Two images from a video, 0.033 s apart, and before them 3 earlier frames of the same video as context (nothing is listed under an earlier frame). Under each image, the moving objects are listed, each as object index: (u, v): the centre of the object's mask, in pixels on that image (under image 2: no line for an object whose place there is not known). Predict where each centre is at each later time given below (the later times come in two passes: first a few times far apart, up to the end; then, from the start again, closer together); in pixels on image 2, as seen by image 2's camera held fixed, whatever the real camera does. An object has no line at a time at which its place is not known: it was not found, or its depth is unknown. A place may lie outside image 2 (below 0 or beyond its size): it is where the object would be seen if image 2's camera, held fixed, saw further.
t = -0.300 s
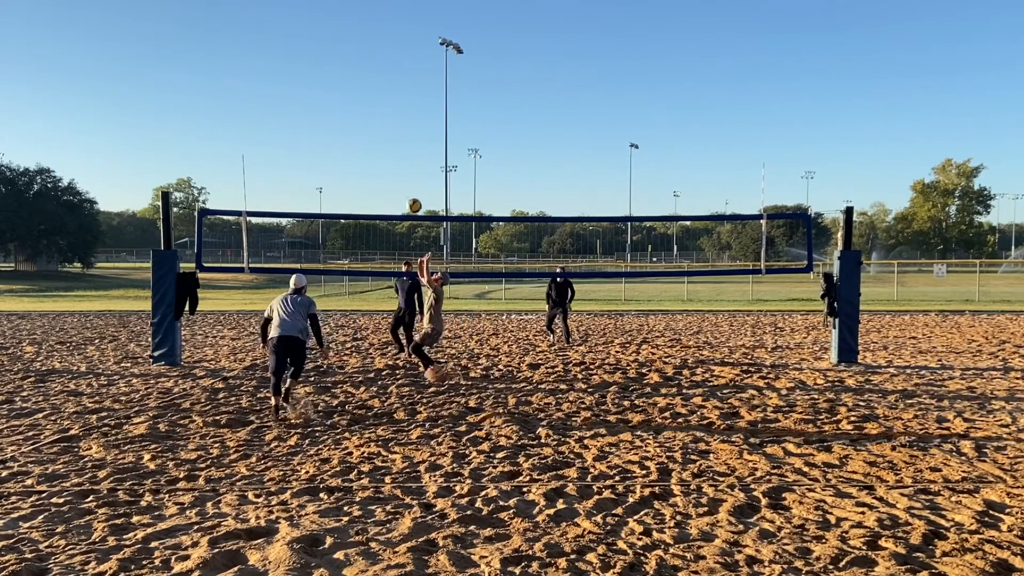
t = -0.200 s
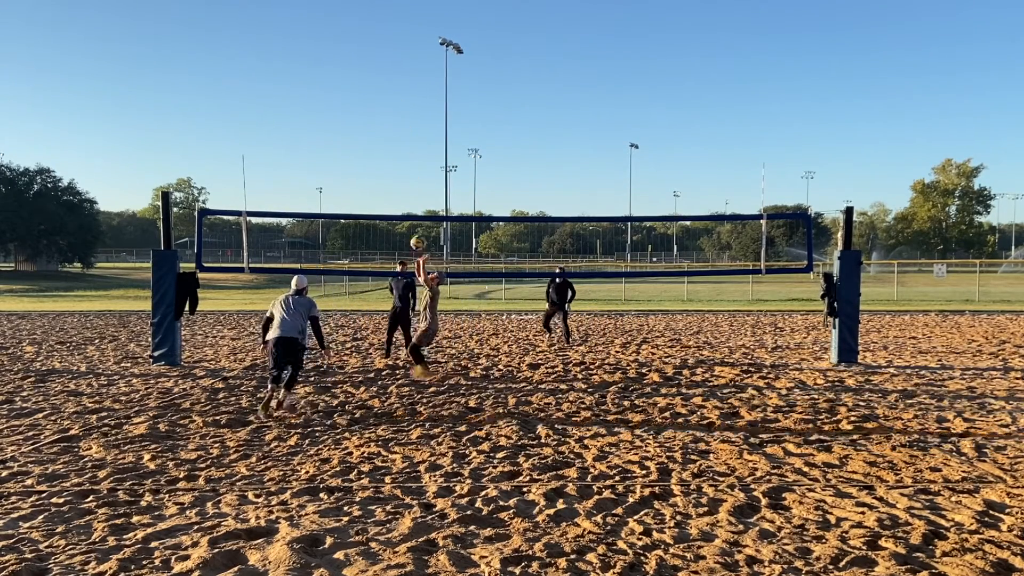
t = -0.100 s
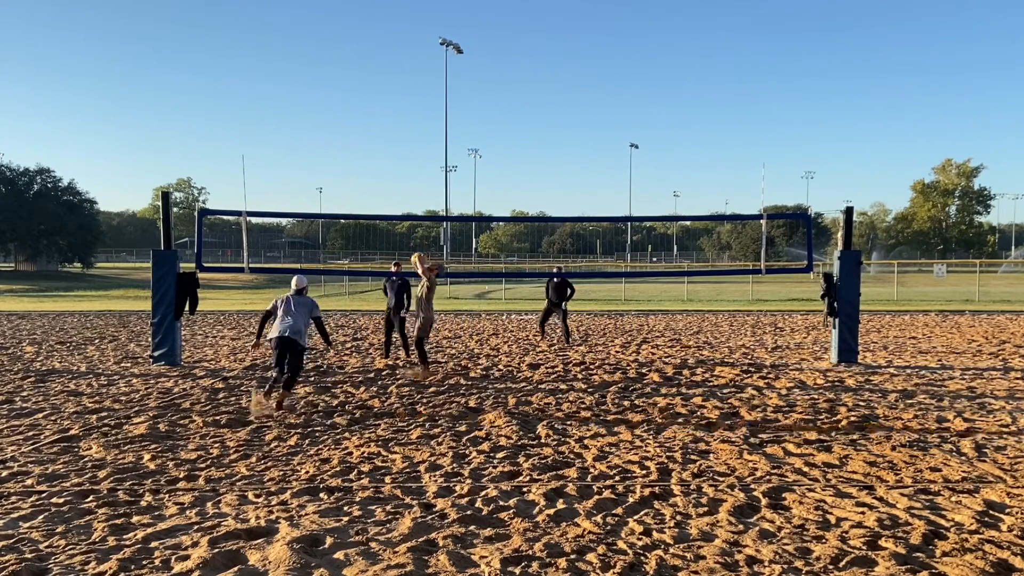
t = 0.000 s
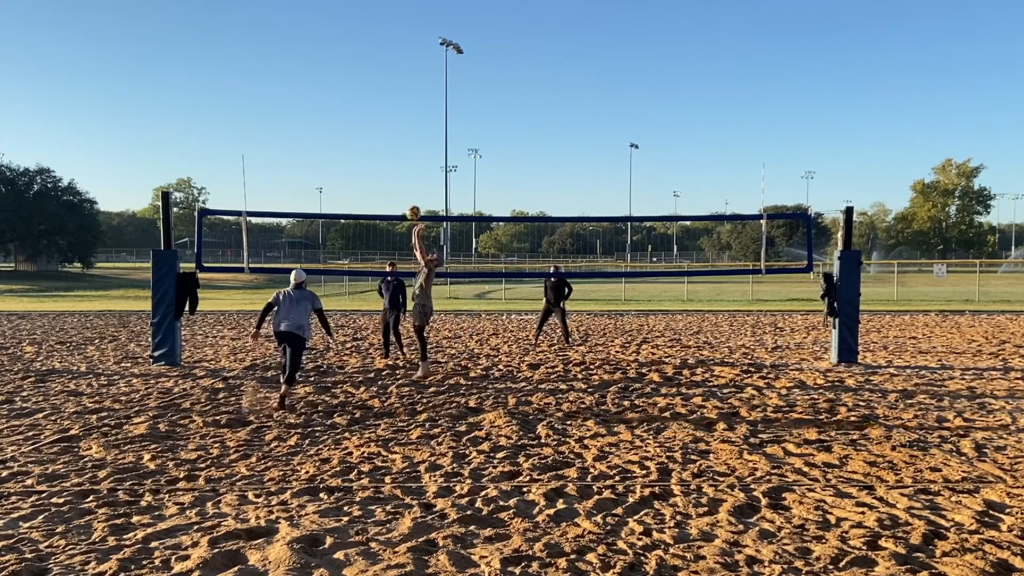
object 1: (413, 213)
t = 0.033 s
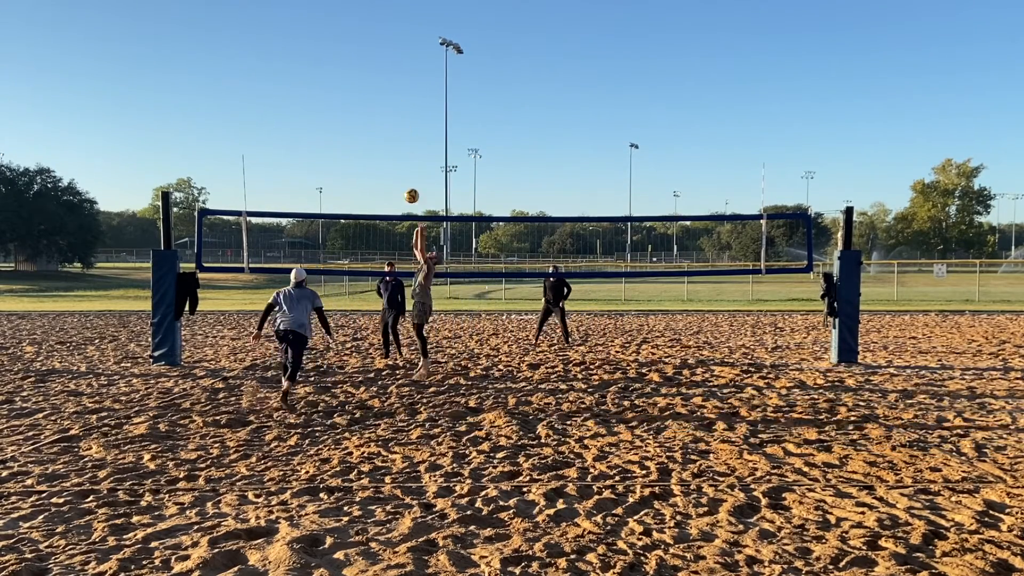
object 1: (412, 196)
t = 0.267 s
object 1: (399, 101)
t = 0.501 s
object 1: (387, 46)
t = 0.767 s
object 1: (374, 30)
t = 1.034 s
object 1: (362, 64)
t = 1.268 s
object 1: (354, 130)
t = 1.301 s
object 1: (353, 142)
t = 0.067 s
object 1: (409, 180)
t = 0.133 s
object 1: (406, 150)
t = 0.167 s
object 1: (404, 136)
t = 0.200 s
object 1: (403, 124)
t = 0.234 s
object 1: (400, 112)
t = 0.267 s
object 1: (399, 101)
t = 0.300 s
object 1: (397, 90)
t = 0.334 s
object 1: (396, 81)
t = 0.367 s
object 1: (394, 72)
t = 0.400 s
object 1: (392, 64)
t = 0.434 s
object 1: (390, 57)
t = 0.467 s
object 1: (389, 51)
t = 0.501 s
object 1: (387, 46)
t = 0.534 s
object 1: (385, 41)
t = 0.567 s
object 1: (384, 37)
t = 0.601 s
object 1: (382, 34)
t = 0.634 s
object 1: (380, 31)
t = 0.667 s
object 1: (379, 30)
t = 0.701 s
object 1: (377, 29)
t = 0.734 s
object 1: (375, 29)
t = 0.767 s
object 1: (374, 30)
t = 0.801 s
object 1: (372, 32)
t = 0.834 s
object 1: (371, 34)
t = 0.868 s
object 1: (369, 37)
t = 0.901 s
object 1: (368, 41)
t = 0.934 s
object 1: (366, 45)
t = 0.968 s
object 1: (365, 51)
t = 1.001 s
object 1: (364, 57)
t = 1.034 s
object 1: (362, 64)
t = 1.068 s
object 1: (361, 71)
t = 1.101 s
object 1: (360, 79)
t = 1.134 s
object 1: (358, 88)
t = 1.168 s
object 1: (357, 98)
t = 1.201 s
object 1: (356, 108)
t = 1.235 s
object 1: (355, 119)
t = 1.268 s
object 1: (354, 130)
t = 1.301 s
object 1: (353, 142)
